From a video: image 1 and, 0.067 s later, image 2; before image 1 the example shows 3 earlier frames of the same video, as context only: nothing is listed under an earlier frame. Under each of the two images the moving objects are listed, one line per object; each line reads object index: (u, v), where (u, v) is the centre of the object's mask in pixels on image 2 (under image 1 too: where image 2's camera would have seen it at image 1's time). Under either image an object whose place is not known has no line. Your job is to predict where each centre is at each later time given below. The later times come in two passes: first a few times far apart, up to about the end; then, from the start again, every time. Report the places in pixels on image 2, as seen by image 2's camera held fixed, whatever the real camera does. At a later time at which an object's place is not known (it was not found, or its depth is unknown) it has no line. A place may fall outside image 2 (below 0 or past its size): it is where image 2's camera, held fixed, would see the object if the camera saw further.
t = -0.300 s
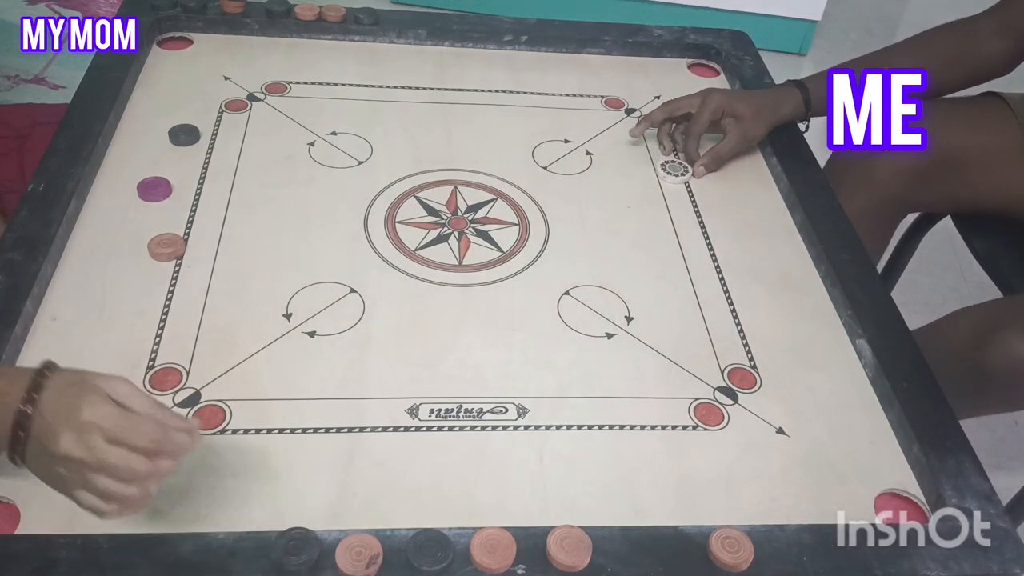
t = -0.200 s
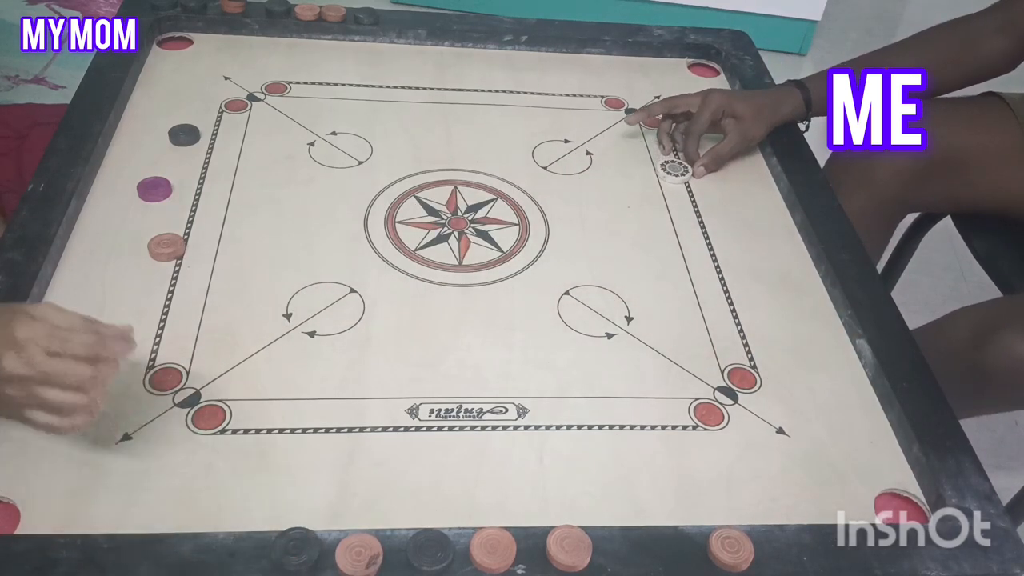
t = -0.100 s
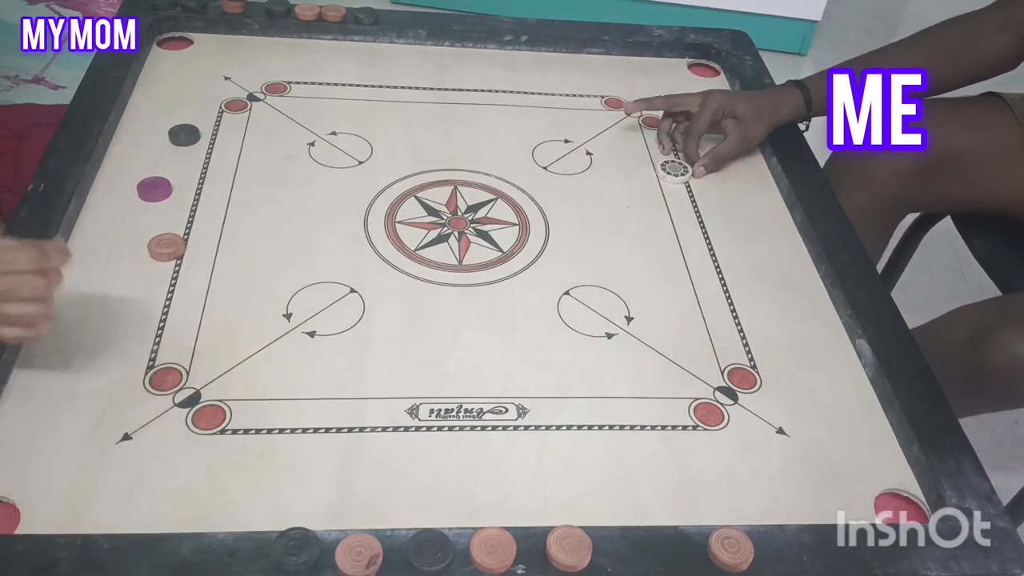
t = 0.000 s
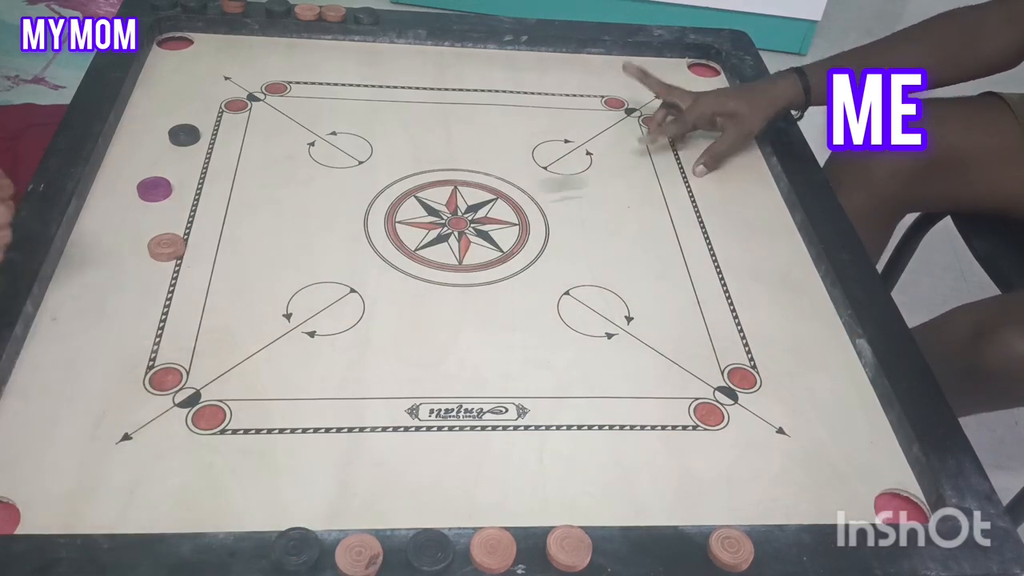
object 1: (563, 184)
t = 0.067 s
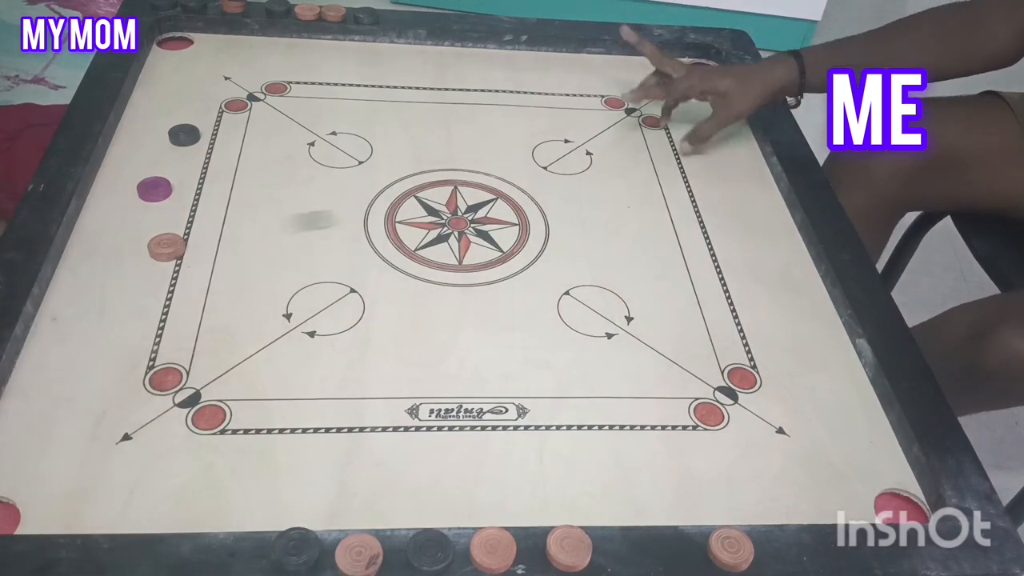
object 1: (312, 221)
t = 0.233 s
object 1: (181, 272)
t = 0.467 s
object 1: (442, 331)
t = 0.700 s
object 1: (704, 397)
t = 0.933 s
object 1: (830, 452)
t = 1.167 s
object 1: (711, 482)
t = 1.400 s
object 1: (627, 510)
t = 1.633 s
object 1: (582, 508)
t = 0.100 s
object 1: (184, 240)
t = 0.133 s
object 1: (115, 249)
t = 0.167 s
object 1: (104, 256)
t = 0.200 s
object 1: (144, 264)
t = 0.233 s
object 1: (181, 272)
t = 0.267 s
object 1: (218, 280)
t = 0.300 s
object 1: (257, 289)
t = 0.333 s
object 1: (293, 296)
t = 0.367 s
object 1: (332, 304)
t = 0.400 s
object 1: (369, 315)
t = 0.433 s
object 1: (404, 322)
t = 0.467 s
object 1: (442, 331)
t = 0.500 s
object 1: (479, 341)
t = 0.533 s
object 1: (515, 349)
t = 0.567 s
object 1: (554, 359)
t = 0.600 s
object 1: (590, 368)
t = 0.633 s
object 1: (627, 377)
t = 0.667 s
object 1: (666, 388)
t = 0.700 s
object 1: (704, 397)
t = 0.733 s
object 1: (739, 405)
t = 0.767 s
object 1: (781, 417)
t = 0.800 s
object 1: (817, 427)
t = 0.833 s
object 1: (855, 437)
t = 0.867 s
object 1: (869, 444)
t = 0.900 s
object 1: (849, 448)
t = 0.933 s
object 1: (830, 452)
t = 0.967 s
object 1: (810, 456)
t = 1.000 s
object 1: (793, 459)
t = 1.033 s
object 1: (775, 464)
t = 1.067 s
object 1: (757, 468)
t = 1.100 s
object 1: (741, 472)
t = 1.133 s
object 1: (726, 477)
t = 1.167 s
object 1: (711, 482)
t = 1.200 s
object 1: (698, 486)
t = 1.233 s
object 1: (684, 491)
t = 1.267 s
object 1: (671, 496)
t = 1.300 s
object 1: (660, 501)
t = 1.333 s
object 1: (647, 504)
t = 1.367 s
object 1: (637, 507)
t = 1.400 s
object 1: (627, 510)
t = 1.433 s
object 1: (618, 512)
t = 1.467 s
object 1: (610, 511)
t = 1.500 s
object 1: (602, 510)
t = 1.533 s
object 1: (597, 509)
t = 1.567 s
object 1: (591, 509)
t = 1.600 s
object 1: (586, 508)
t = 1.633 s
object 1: (582, 508)
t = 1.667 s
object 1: (578, 508)
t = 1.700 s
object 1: (574, 508)
